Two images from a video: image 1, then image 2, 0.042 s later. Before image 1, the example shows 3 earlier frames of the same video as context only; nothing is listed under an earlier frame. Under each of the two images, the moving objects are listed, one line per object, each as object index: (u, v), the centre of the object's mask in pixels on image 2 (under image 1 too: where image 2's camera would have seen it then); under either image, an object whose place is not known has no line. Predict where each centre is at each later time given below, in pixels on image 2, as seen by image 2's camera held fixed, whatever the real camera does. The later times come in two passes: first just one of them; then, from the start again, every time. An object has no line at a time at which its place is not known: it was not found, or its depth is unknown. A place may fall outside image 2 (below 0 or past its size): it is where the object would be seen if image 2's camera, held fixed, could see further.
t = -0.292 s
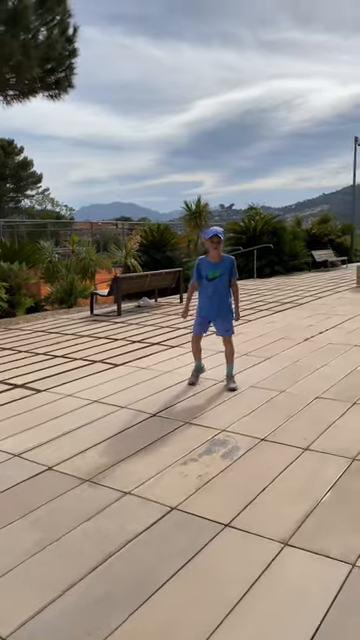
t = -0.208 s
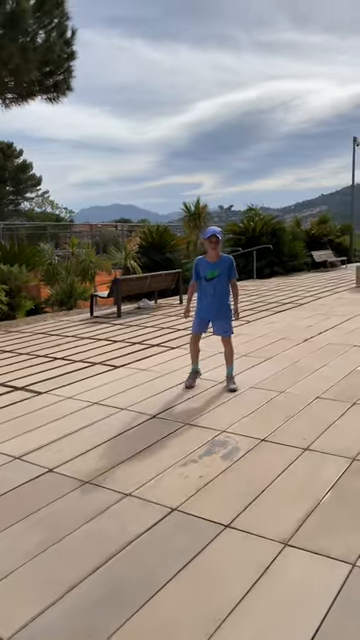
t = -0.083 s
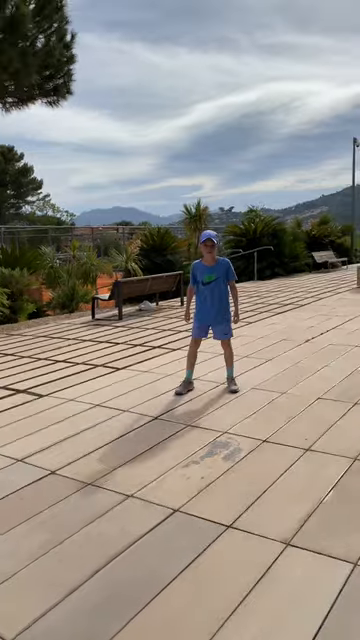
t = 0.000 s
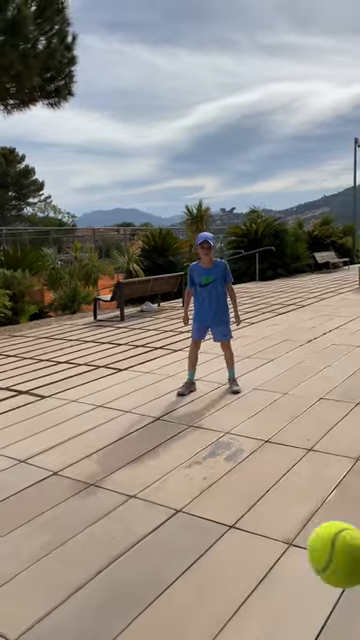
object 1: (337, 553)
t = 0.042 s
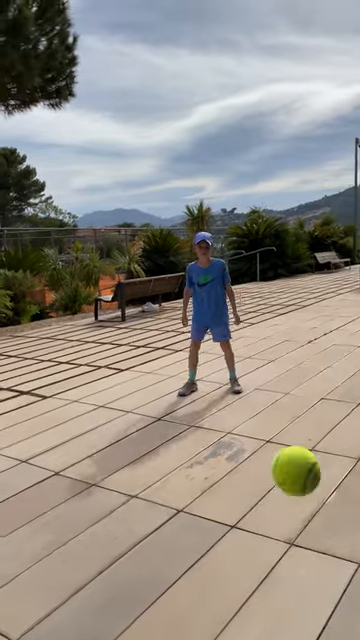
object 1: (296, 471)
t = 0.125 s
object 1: (248, 403)
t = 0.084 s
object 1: (267, 426)
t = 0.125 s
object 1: (248, 403)
